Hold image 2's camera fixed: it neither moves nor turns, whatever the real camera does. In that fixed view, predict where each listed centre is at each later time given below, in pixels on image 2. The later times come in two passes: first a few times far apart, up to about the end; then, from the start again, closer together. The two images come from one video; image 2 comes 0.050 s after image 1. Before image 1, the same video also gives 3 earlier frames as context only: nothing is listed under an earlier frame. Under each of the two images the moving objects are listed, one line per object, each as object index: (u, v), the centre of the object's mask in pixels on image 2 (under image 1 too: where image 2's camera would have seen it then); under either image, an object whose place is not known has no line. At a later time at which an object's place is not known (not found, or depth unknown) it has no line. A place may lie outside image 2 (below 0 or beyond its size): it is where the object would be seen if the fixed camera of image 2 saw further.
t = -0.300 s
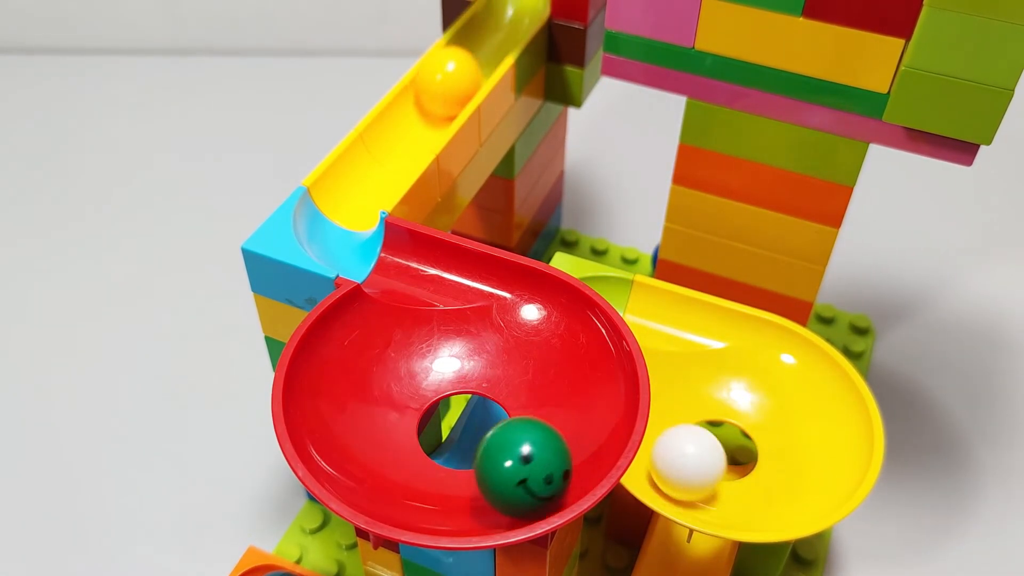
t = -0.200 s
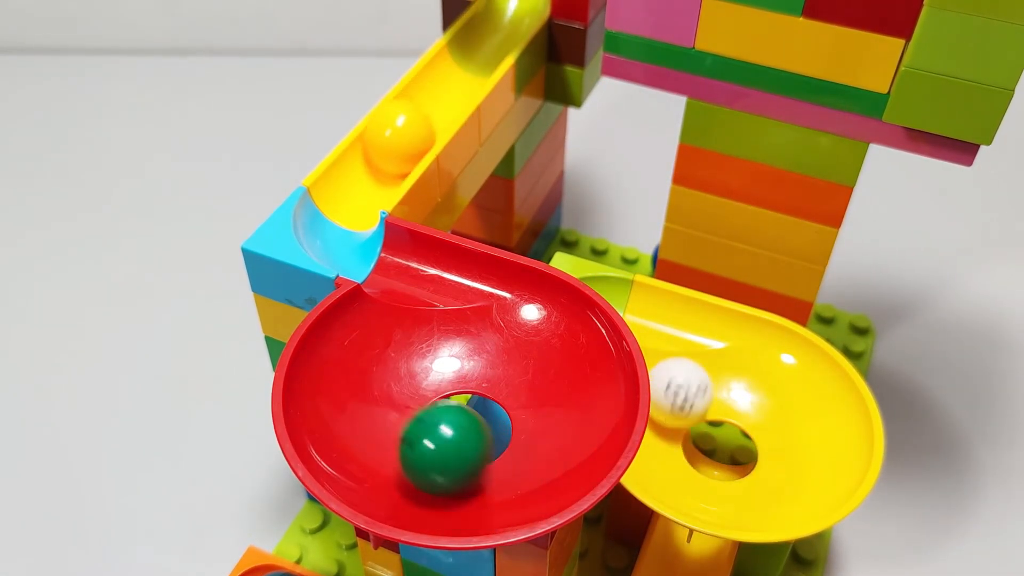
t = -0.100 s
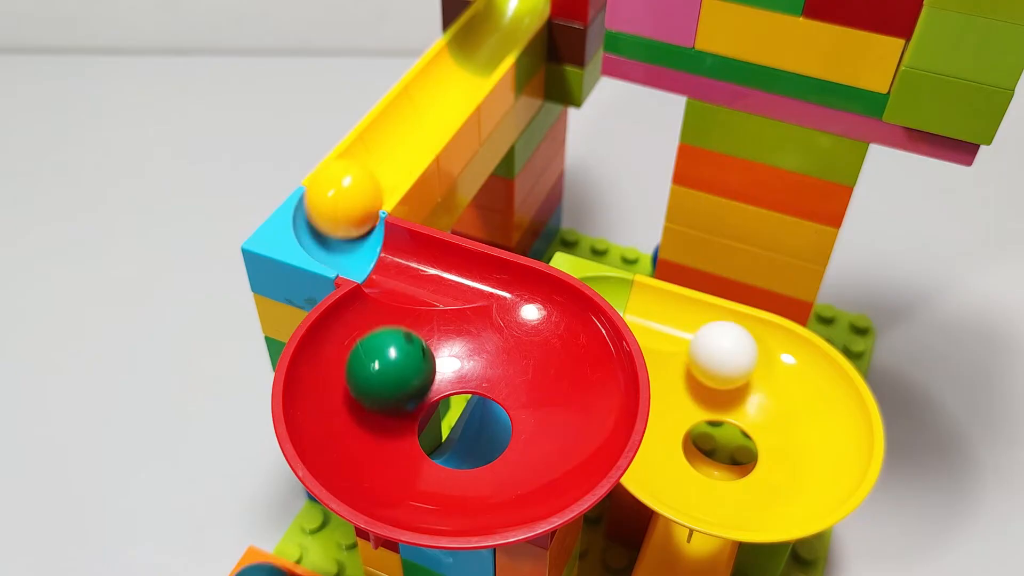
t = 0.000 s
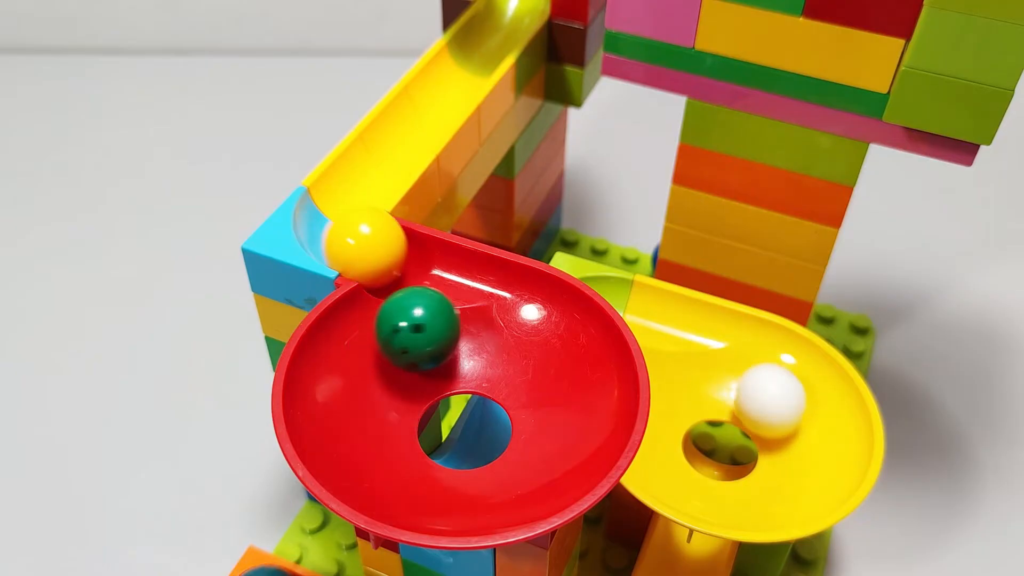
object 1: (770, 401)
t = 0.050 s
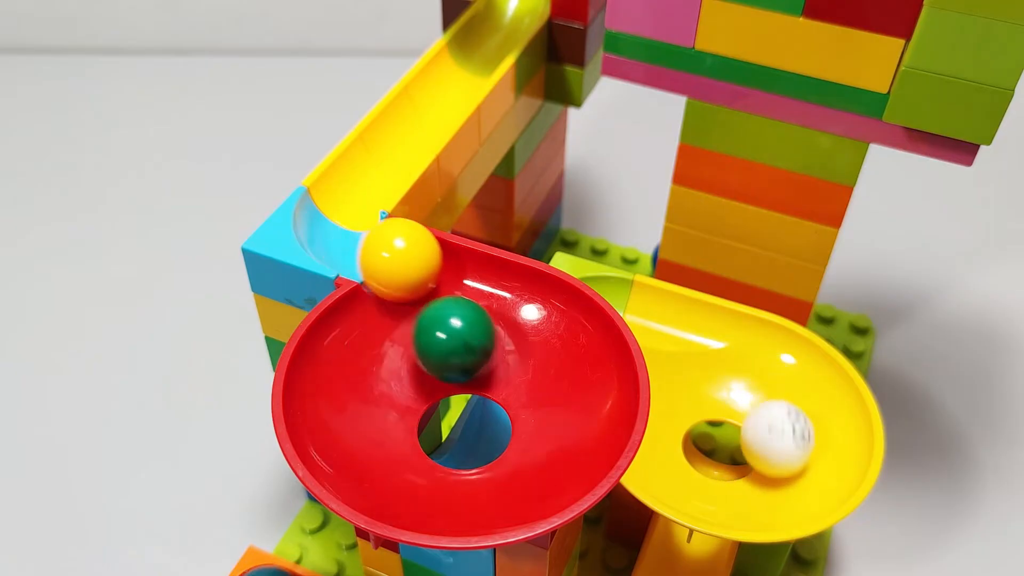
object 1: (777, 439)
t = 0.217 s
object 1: (710, 479)
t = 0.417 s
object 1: (698, 367)
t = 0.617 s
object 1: (775, 435)
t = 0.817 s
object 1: (702, 469)
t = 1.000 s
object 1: (705, 366)
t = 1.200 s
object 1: (769, 442)
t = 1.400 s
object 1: (701, 464)
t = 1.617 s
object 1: (715, 364)
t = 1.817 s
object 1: (768, 458)
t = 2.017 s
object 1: (701, 454)
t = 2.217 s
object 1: (718, 364)
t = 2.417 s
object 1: (763, 462)
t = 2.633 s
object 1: (696, 442)
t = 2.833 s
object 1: (722, 371)
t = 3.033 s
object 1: (786, 458)
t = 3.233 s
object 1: (698, 451)
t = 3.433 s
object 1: (685, 393)
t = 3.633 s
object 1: (790, 418)
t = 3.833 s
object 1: (716, 465)
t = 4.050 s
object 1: (685, 403)
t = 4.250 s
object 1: (774, 399)
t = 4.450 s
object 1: (732, 469)
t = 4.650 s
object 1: (682, 421)
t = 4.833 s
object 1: (708, 360)
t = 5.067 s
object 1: (782, 471)
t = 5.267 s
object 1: (696, 435)
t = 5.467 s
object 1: (698, 378)
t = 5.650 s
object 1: (800, 441)
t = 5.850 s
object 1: (703, 450)
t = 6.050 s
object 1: (681, 390)
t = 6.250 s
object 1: (795, 422)
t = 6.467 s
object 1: (702, 459)
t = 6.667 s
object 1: (684, 404)
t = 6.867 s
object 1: (784, 402)
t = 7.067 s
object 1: (723, 466)
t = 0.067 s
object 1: (777, 451)
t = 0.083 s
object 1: (774, 462)
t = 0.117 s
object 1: (765, 477)
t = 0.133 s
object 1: (758, 483)
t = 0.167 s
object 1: (740, 487)
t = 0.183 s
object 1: (730, 486)
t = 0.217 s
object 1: (710, 479)
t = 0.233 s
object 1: (701, 474)
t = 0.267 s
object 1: (687, 458)
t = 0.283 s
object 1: (681, 448)
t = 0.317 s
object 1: (678, 426)
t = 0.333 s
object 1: (678, 415)
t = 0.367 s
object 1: (681, 393)
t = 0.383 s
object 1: (685, 383)
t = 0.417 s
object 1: (698, 367)
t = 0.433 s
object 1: (706, 363)
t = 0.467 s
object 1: (723, 359)
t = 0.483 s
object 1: (732, 360)
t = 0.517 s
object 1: (749, 370)
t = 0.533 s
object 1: (756, 379)
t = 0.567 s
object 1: (767, 400)
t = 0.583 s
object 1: (771, 412)
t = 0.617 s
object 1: (775, 435)
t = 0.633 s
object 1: (775, 447)
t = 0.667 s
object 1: (770, 466)
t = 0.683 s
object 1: (765, 474)
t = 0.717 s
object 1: (753, 484)
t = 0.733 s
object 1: (745, 486)
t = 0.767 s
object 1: (727, 484)
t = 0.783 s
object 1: (718, 481)
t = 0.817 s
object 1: (702, 469)
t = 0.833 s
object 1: (696, 462)
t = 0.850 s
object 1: (691, 453)
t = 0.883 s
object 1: (684, 431)
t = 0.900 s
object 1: (684, 421)
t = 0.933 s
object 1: (686, 398)
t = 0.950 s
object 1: (689, 388)
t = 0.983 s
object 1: (698, 372)
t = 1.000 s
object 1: (705, 366)
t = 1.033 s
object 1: (719, 360)
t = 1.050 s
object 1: (727, 361)
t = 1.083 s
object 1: (742, 370)
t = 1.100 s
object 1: (749, 378)
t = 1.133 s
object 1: (760, 397)
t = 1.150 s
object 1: (764, 408)
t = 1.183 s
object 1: (769, 431)
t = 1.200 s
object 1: (769, 442)
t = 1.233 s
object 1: (768, 462)
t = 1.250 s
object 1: (765, 469)
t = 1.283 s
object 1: (756, 480)
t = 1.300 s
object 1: (750, 483)
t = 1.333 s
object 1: (734, 483)
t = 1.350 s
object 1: (725, 480)
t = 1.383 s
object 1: (708, 471)
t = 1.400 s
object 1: (701, 464)
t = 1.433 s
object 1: (690, 448)
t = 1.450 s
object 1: (686, 438)
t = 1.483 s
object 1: (683, 417)
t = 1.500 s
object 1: (683, 407)
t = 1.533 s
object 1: (686, 388)
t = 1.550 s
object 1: (691, 380)
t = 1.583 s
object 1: (702, 369)
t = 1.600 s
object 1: (708, 365)
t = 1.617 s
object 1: (715, 364)
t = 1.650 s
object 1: (730, 368)
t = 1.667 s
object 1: (737, 373)
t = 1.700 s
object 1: (750, 388)
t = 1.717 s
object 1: (755, 397)
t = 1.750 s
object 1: (764, 418)
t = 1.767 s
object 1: (766, 428)
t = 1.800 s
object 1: (769, 448)
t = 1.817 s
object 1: (768, 458)
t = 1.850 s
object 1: (764, 472)
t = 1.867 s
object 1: (760, 478)
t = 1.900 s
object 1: (748, 483)
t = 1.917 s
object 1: (741, 483)
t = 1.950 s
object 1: (726, 479)
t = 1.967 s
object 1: (719, 475)
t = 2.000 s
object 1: (706, 463)
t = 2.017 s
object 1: (701, 454)
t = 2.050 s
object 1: (693, 436)
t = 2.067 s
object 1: (691, 425)
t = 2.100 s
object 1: (689, 404)
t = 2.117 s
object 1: (690, 395)
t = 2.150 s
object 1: (696, 378)
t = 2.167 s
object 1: (701, 372)
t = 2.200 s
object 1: (712, 365)
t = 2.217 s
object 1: (718, 364)
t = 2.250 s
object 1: (731, 371)
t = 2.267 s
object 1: (738, 377)
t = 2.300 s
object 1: (749, 393)
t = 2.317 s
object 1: (754, 403)
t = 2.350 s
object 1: (761, 425)
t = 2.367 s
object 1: (763, 435)
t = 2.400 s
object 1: (764, 453)
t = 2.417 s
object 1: (763, 462)
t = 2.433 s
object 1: (762, 469)
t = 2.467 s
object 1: (755, 478)
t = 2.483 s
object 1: (750, 481)
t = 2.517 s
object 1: (738, 482)
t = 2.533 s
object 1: (731, 480)
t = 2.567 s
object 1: (717, 472)
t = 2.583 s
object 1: (710, 466)
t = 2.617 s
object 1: (700, 450)
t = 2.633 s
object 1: (696, 442)
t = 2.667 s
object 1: (689, 422)
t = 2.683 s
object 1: (688, 413)
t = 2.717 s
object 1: (688, 395)
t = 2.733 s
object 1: (691, 387)
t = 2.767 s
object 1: (698, 375)
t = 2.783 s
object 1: (703, 371)
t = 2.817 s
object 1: (715, 369)
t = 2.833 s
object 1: (722, 371)
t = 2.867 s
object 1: (734, 380)
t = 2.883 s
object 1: (740, 386)
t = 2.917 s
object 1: (751, 403)
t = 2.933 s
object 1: (756, 412)
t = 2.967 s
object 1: (769, 430)
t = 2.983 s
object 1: (775, 438)
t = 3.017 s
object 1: (784, 452)
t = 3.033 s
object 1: (786, 458)
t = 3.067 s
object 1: (785, 468)
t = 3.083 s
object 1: (781, 471)
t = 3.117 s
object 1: (768, 474)
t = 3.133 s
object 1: (760, 474)
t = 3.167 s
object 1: (740, 469)
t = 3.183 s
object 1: (730, 465)
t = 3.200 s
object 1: (720, 459)
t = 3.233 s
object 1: (698, 451)
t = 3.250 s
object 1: (688, 446)
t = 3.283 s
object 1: (674, 434)
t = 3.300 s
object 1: (671, 428)
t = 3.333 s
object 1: (668, 416)
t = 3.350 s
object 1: (668, 410)
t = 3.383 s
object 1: (671, 400)
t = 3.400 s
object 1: (674, 397)
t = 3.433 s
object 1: (685, 393)
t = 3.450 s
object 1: (694, 391)
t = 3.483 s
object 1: (715, 389)
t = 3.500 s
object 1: (727, 390)
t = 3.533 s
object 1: (748, 395)
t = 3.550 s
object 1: (757, 398)
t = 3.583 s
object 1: (775, 404)
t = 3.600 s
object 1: (782, 408)
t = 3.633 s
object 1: (790, 418)
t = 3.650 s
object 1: (792, 423)
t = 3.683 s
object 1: (790, 435)
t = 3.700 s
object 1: (785, 442)
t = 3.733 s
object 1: (773, 453)
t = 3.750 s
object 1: (764, 458)
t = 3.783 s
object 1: (745, 464)
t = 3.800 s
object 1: (735, 465)
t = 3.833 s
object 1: (716, 465)
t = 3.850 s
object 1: (706, 463)
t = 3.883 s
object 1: (690, 457)
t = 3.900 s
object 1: (683, 453)
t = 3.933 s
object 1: (674, 443)
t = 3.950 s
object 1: (674, 437)
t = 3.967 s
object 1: (673, 432)
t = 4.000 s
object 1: (676, 420)
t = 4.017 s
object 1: (678, 414)
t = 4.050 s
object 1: (685, 403)
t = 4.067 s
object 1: (692, 399)
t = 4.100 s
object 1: (708, 391)
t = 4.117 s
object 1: (716, 388)
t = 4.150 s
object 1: (734, 385)
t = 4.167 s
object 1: (743, 384)
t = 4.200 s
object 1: (758, 387)
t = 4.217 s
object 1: (765, 390)
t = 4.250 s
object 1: (774, 399)
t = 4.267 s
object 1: (777, 405)
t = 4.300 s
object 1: (778, 419)
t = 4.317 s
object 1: (776, 427)
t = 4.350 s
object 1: (770, 441)
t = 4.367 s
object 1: (765, 448)
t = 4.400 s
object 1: (754, 460)
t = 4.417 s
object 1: (747, 464)
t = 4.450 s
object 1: (732, 469)
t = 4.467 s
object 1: (724, 470)
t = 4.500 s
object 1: (709, 469)
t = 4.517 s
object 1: (702, 467)
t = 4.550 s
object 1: (690, 459)
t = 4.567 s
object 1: (686, 453)
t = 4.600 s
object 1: (680, 441)
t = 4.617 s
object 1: (680, 435)
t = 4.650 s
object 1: (682, 421)
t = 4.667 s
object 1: (684, 415)
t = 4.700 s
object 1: (684, 399)
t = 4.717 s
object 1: (685, 391)
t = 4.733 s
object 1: (686, 383)
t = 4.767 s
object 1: (691, 369)
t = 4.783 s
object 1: (695, 364)
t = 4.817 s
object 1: (703, 359)
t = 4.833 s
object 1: (708, 360)
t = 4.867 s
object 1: (720, 370)
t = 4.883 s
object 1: (727, 377)
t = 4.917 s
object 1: (742, 394)
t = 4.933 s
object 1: (749, 403)
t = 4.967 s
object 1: (762, 424)
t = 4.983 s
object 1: (767, 433)
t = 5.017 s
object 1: (777, 452)
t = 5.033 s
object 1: (780, 459)
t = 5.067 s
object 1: (782, 471)
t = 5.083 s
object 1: (780, 475)
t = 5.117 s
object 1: (771, 479)
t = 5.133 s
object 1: (765, 479)
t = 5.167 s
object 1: (748, 475)
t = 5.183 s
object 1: (739, 471)
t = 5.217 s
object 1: (719, 458)
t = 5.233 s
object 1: (712, 452)
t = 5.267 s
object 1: (696, 435)
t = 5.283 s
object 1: (689, 425)
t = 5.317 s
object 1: (680, 405)
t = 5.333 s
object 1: (677, 395)
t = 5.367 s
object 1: (676, 379)
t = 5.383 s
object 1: (676, 374)
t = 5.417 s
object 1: (680, 370)
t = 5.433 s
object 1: (685, 371)
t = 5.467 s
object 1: (698, 378)
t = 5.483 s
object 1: (708, 383)
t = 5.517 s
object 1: (728, 396)
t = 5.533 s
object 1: (738, 402)
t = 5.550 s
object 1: (750, 407)
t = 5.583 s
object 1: (772, 419)
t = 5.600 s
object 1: (781, 425)
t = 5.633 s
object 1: (796, 436)
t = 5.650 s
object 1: (800, 441)
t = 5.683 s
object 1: (801, 451)
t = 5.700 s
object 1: (797, 456)
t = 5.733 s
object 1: (783, 463)
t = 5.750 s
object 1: (773, 464)
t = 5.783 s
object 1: (749, 464)
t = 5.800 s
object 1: (737, 462)
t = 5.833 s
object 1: (714, 455)
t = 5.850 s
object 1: (703, 450)
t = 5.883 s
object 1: (681, 438)
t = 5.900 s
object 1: (675, 432)
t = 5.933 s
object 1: (669, 419)
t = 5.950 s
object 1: (667, 412)
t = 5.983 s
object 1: (668, 401)
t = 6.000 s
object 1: (669, 397)
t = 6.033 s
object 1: (676, 392)
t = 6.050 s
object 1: (681, 390)
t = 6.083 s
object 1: (701, 389)
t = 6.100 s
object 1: (713, 390)
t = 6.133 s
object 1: (736, 396)
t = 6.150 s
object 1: (746, 399)
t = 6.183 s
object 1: (768, 405)
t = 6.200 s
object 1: (777, 409)
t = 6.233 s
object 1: (791, 417)
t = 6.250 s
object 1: (795, 422)
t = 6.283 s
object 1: (798, 432)
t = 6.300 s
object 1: (796, 438)
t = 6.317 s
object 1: (792, 443)
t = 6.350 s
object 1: (777, 453)
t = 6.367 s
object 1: (768, 457)
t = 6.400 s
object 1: (746, 461)
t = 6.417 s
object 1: (734, 462)
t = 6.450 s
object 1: (713, 460)
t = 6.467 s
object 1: (702, 459)
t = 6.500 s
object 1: (684, 452)
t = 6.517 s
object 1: (677, 447)
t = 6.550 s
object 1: (670, 438)
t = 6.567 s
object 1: (669, 433)
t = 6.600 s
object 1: (670, 422)
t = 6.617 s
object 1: (672, 417)
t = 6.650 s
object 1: (679, 408)
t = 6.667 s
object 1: (684, 404)
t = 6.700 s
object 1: (700, 396)
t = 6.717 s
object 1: (710, 393)
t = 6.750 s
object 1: (730, 390)
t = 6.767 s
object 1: (740, 390)
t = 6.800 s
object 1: (759, 390)
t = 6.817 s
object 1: (767, 392)
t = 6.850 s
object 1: (780, 397)
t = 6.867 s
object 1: (784, 402)
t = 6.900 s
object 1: (786, 413)
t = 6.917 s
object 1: (785, 420)
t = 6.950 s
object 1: (777, 434)
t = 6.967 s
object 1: (772, 441)
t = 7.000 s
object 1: (757, 453)
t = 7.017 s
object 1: (749, 457)
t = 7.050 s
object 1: (732, 464)
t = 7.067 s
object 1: (723, 466)
